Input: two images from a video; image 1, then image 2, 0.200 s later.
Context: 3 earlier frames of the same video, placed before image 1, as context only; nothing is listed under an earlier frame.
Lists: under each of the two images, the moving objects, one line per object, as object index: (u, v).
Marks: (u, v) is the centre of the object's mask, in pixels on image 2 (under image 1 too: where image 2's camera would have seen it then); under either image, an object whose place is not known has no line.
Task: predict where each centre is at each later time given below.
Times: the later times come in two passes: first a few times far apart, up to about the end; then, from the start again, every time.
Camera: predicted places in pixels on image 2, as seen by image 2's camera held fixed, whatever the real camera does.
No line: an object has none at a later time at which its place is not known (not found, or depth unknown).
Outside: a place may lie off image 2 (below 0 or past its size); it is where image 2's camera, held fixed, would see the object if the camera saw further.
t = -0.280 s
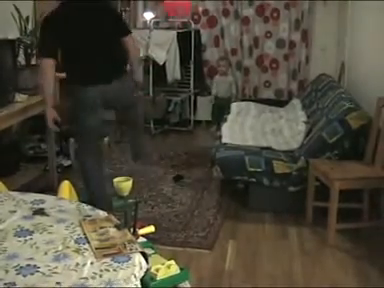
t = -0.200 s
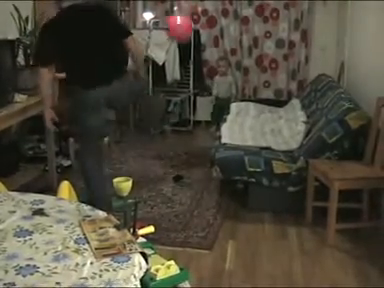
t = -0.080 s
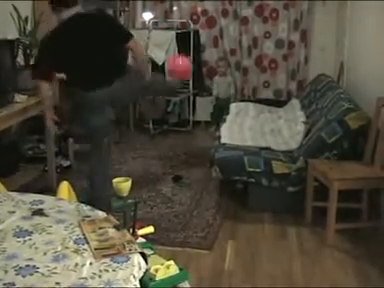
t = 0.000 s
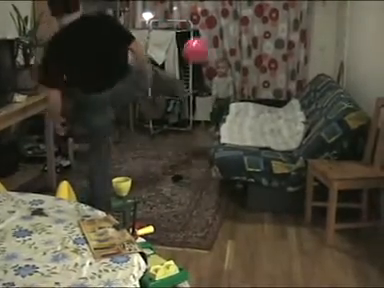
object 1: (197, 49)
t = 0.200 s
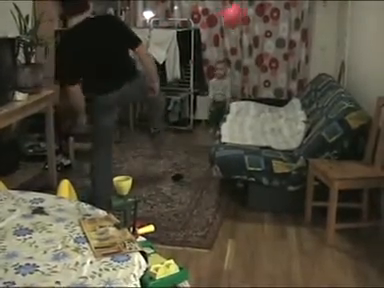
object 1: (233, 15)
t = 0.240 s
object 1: (240, 11)
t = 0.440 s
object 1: (268, 20)
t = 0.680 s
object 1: (292, 63)
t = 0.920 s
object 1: (284, 91)
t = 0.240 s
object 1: (240, 11)
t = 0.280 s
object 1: (244, 10)
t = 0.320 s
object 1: (251, 11)
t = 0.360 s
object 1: (256, 13)
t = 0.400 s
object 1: (264, 16)
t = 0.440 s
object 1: (268, 20)
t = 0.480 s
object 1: (272, 22)
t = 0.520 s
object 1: (278, 30)
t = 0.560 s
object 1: (282, 39)
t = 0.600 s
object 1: (285, 48)
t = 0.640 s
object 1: (290, 56)
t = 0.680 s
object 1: (292, 63)
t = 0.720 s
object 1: (293, 70)
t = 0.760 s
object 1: (294, 82)
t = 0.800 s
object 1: (293, 83)
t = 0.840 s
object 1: (291, 85)
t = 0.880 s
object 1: (285, 89)
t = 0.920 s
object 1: (284, 91)
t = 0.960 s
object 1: (278, 97)
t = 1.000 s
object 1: (277, 97)
